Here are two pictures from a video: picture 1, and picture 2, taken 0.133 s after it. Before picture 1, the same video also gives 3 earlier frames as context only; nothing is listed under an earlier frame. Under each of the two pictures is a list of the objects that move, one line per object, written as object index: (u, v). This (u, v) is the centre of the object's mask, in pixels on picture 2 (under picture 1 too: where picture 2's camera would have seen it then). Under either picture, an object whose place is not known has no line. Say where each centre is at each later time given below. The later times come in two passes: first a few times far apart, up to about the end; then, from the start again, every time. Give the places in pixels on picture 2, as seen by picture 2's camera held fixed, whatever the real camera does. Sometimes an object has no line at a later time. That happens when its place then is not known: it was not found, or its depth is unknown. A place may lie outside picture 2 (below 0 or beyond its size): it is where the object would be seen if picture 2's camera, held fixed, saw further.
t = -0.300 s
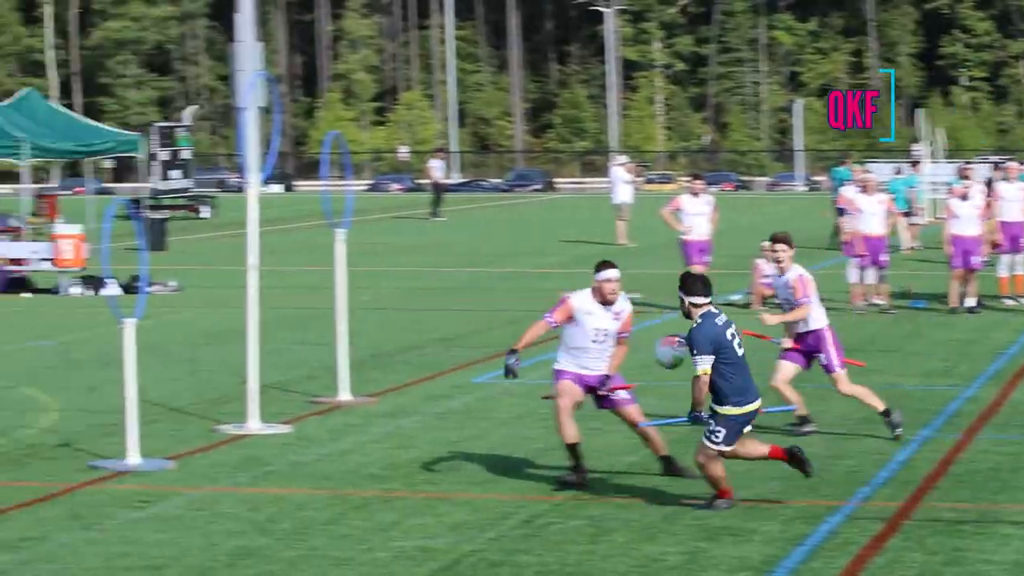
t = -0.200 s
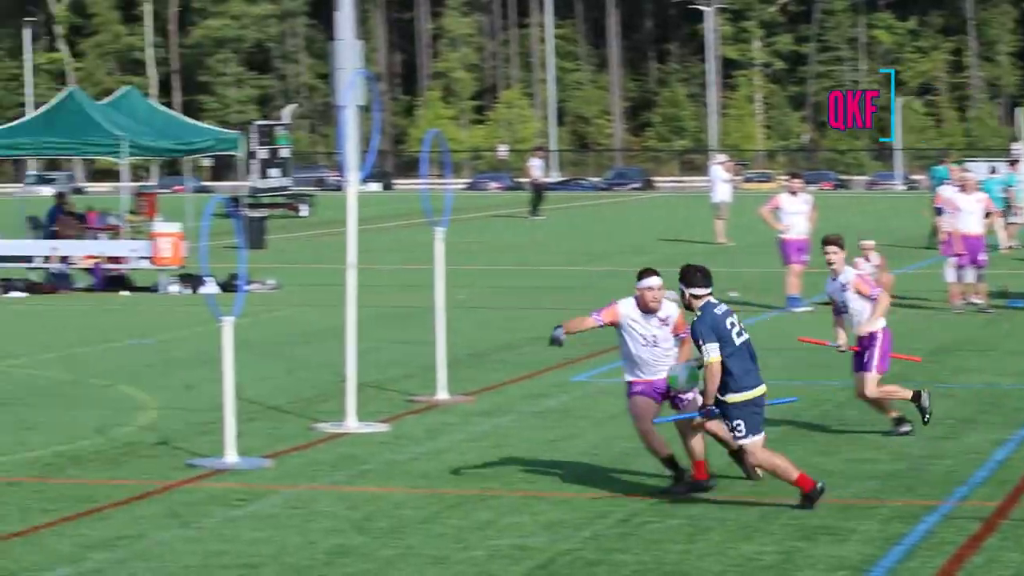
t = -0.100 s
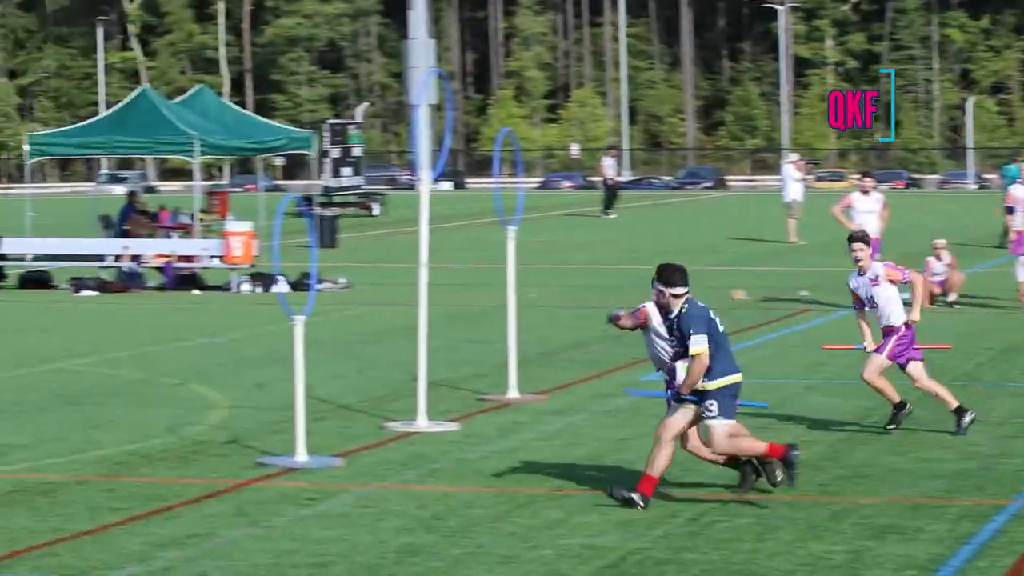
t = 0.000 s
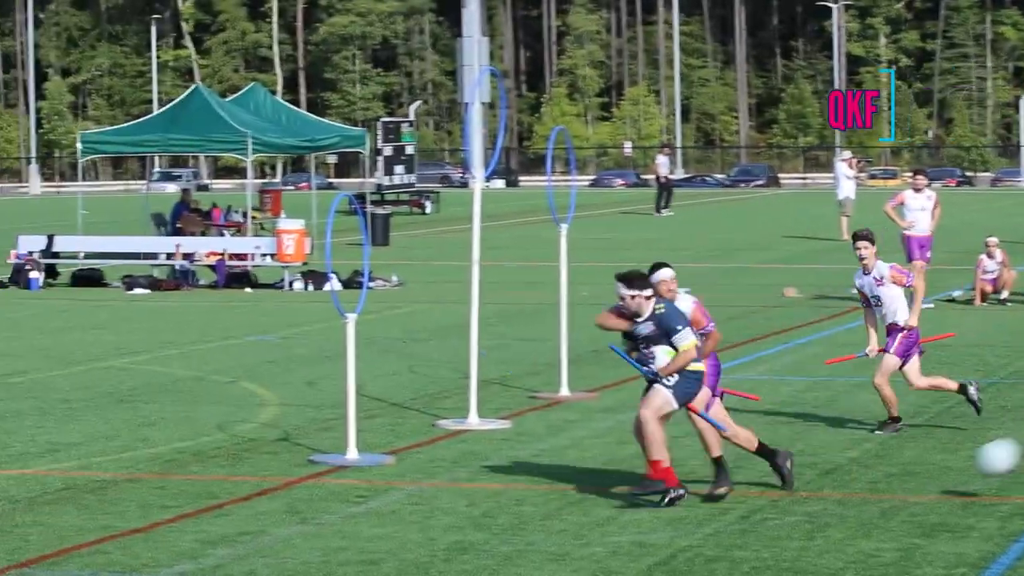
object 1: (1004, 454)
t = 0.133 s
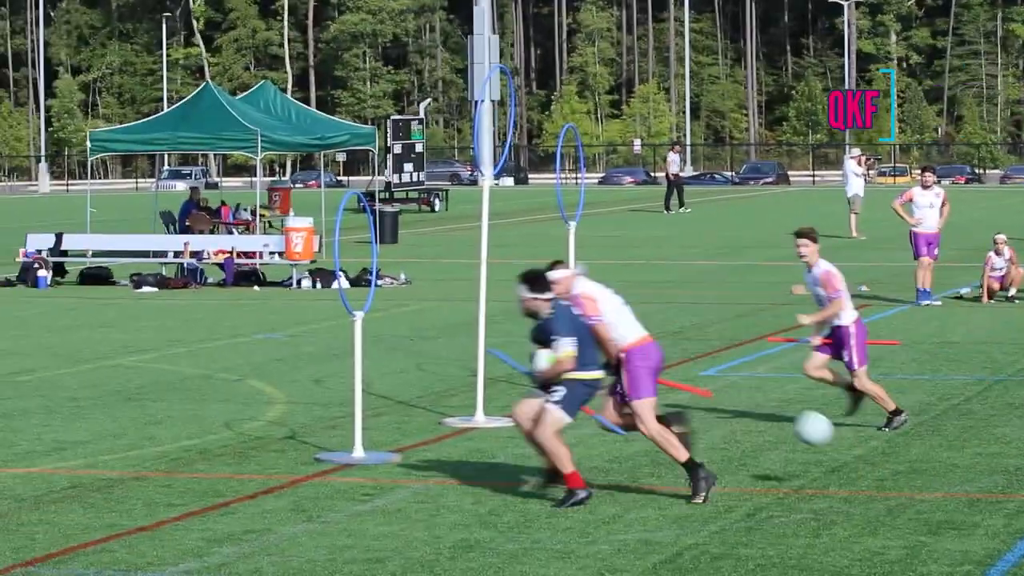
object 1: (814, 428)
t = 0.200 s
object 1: (743, 394)
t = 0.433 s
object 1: (512, 335)
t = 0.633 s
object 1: (359, 342)
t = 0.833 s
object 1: (350, 346)
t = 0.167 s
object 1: (779, 410)
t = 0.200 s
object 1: (743, 394)
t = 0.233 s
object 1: (709, 380)
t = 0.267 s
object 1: (674, 368)
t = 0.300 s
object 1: (640, 358)
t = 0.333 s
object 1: (607, 349)
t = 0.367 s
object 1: (576, 343)
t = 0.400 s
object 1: (544, 337)
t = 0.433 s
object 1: (512, 335)
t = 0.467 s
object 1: (481, 334)
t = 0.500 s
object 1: (451, 335)
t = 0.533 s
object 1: (421, 337)
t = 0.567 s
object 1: (391, 341)
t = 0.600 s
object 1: (369, 345)
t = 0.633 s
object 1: (359, 342)
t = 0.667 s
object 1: (358, 339)
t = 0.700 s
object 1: (356, 337)
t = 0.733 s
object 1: (355, 337)
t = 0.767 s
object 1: (353, 338)
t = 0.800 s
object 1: (352, 341)
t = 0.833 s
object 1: (350, 346)
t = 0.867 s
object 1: (349, 352)
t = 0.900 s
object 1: (347, 359)
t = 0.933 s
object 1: (346, 369)
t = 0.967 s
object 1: (344, 380)
